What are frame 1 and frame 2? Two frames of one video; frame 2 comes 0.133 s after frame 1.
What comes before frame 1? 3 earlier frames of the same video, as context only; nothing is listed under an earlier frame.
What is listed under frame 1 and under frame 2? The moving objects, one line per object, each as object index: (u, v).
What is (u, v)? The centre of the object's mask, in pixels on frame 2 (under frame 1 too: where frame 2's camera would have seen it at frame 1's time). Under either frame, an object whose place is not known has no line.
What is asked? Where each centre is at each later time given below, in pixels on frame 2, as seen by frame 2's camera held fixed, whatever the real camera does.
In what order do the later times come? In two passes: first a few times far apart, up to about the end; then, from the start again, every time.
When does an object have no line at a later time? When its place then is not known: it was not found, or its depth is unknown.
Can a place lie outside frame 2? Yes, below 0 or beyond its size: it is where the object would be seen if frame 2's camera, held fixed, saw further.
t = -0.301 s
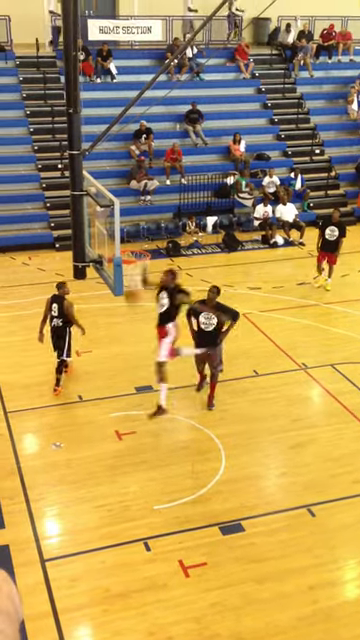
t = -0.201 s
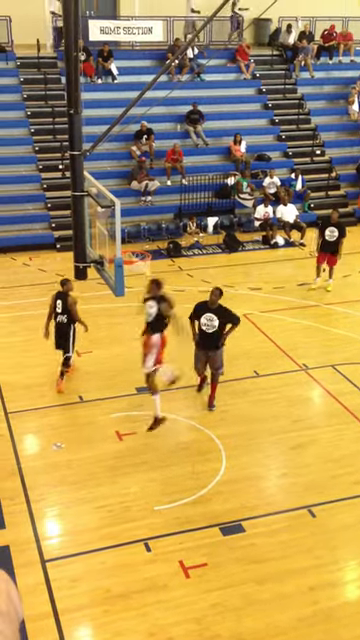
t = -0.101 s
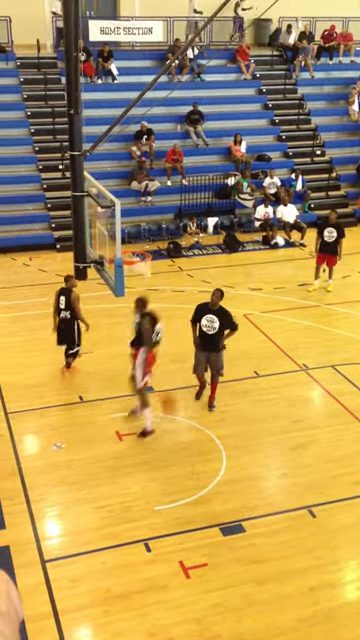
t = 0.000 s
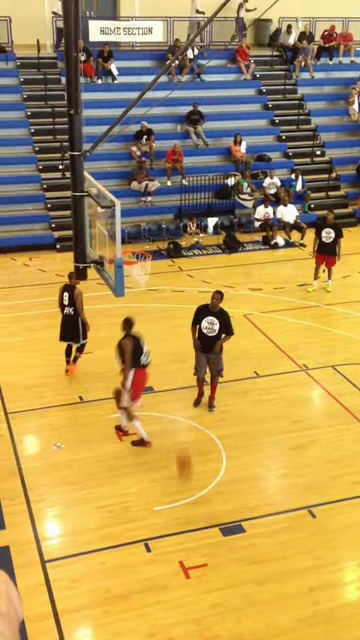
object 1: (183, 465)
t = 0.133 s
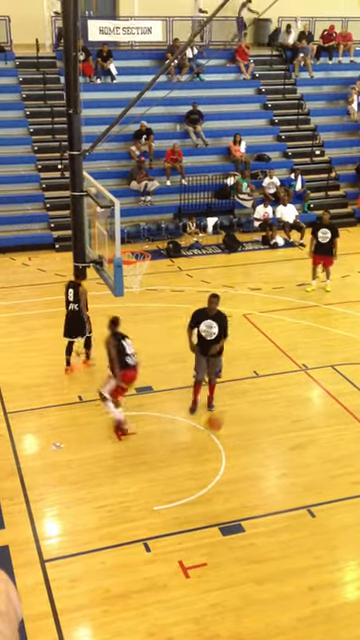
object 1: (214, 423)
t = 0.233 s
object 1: (236, 386)
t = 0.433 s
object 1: (285, 325)
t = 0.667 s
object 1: (338, 289)
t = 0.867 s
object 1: (381, 290)
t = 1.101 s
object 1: (425, 323)
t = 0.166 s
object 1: (222, 410)
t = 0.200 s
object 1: (229, 396)
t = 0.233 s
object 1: (236, 386)
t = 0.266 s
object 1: (244, 373)
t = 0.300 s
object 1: (252, 362)
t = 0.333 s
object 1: (260, 352)
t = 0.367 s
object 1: (269, 341)
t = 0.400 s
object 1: (277, 333)
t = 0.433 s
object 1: (285, 325)
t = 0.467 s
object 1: (292, 318)
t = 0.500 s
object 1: (300, 312)
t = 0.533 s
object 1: (308, 305)
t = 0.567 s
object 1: (314, 301)
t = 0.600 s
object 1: (323, 296)
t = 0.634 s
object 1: (331, 292)
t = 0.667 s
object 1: (338, 289)
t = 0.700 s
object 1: (346, 288)
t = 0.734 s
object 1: (353, 287)
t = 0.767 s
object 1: (360, 286)
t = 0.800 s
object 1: (367, 287)
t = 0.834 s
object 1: (374, 288)
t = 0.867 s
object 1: (381, 290)
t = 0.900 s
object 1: (388, 293)
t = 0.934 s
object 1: (394, 296)
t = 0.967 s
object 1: (401, 300)
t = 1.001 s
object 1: (408, 304)
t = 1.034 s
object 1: (414, 310)
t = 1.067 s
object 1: (420, 316)
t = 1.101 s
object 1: (425, 323)
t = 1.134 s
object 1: (430, 331)
